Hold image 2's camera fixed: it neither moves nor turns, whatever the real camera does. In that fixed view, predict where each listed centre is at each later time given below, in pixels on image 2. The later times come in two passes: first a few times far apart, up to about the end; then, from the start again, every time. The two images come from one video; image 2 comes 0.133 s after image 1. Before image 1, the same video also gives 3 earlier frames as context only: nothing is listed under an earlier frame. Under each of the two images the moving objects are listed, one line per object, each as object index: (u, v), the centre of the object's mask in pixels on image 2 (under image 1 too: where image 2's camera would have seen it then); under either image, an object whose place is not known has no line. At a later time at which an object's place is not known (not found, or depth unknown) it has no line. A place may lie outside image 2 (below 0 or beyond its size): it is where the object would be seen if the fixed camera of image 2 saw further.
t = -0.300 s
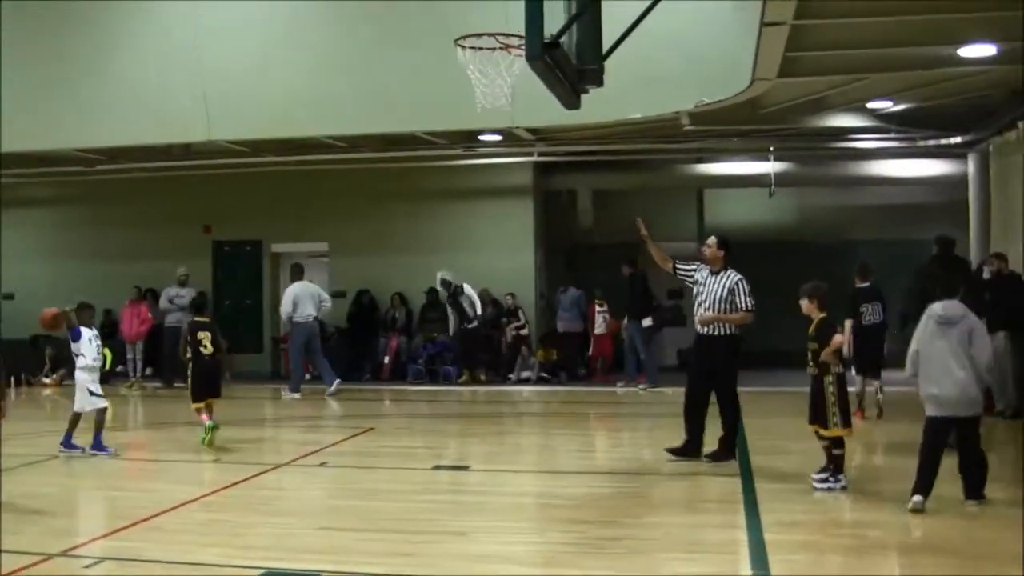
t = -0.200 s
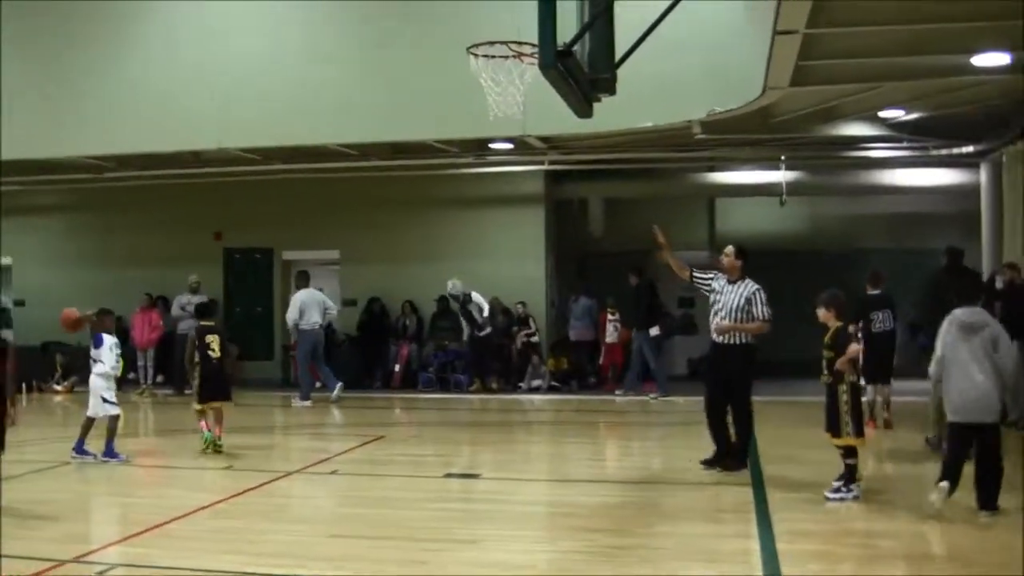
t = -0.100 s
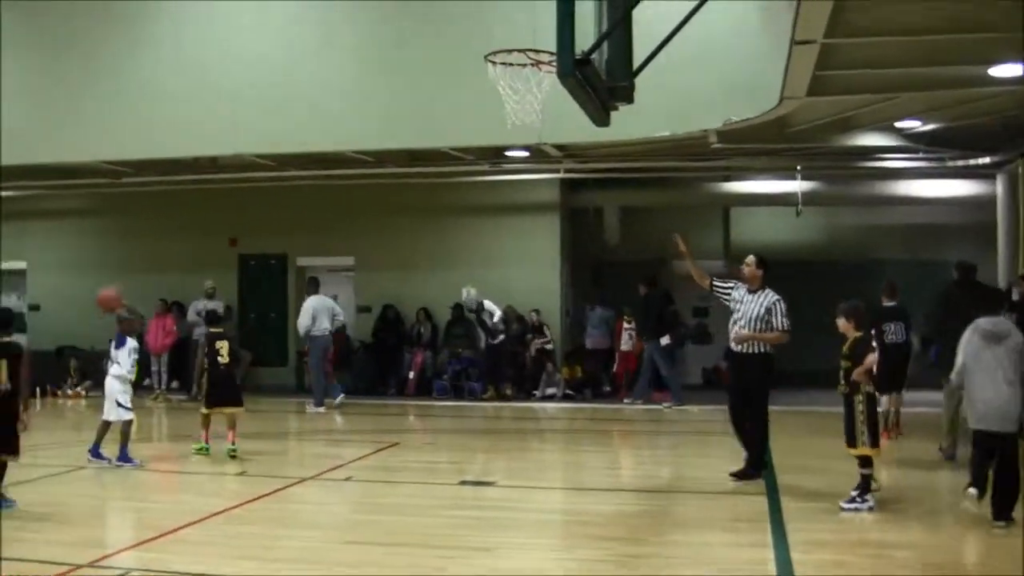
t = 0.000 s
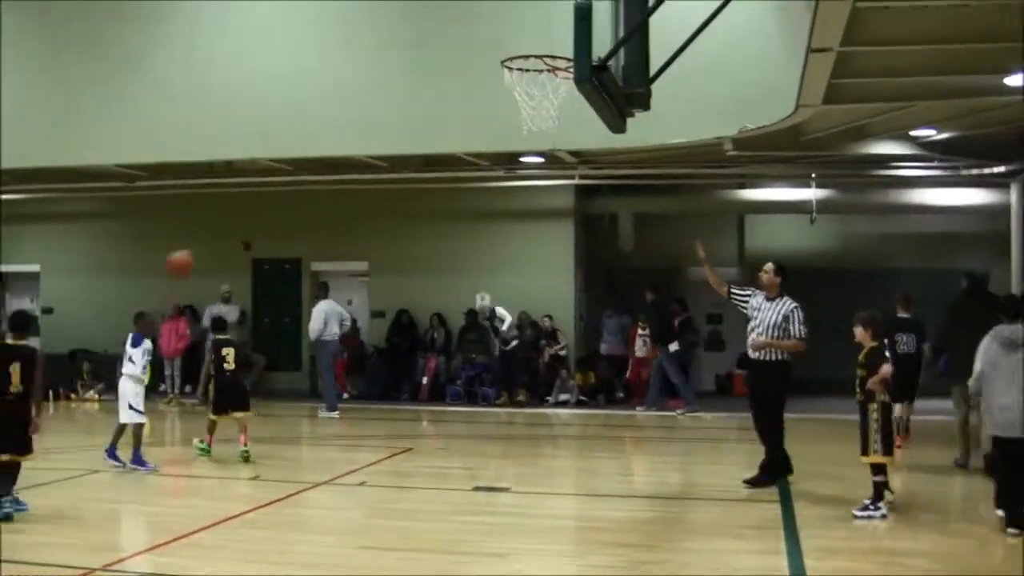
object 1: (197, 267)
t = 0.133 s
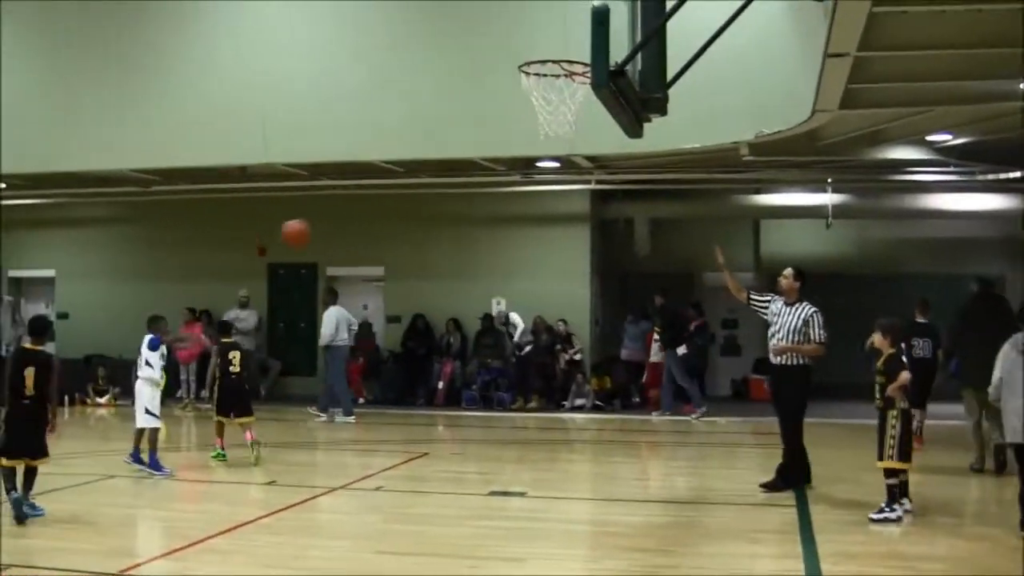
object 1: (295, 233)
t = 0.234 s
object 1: (369, 220)
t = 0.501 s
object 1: (569, 240)
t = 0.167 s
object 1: (320, 228)
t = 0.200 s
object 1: (344, 223)
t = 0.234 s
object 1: (369, 220)
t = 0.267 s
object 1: (394, 218)
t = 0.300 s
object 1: (419, 217)
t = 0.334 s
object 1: (443, 218)
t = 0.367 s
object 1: (468, 219)
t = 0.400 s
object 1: (494, 222)
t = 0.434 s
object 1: (520, 227)
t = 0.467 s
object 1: (544, 233)
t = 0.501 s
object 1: (569, 240)
